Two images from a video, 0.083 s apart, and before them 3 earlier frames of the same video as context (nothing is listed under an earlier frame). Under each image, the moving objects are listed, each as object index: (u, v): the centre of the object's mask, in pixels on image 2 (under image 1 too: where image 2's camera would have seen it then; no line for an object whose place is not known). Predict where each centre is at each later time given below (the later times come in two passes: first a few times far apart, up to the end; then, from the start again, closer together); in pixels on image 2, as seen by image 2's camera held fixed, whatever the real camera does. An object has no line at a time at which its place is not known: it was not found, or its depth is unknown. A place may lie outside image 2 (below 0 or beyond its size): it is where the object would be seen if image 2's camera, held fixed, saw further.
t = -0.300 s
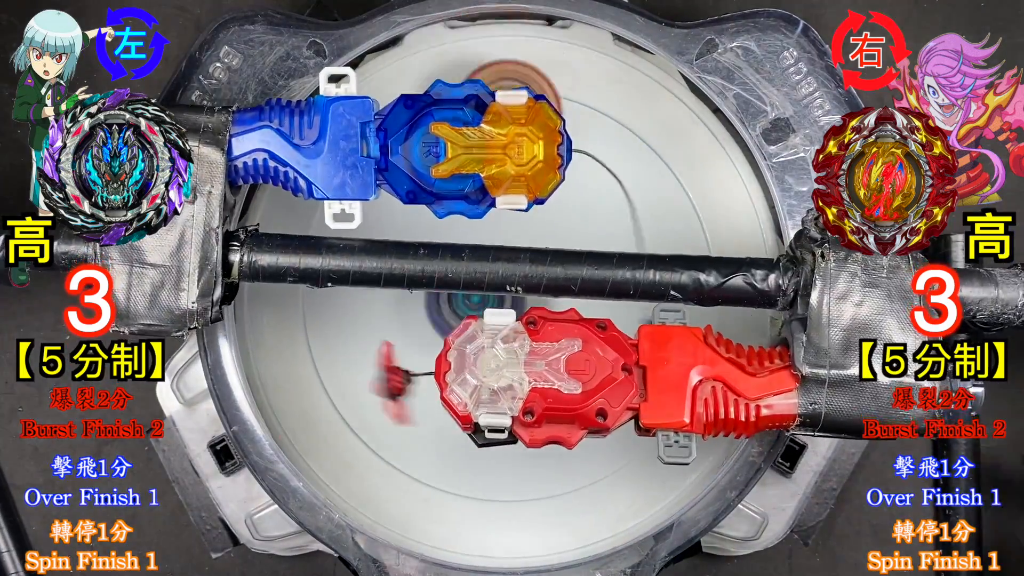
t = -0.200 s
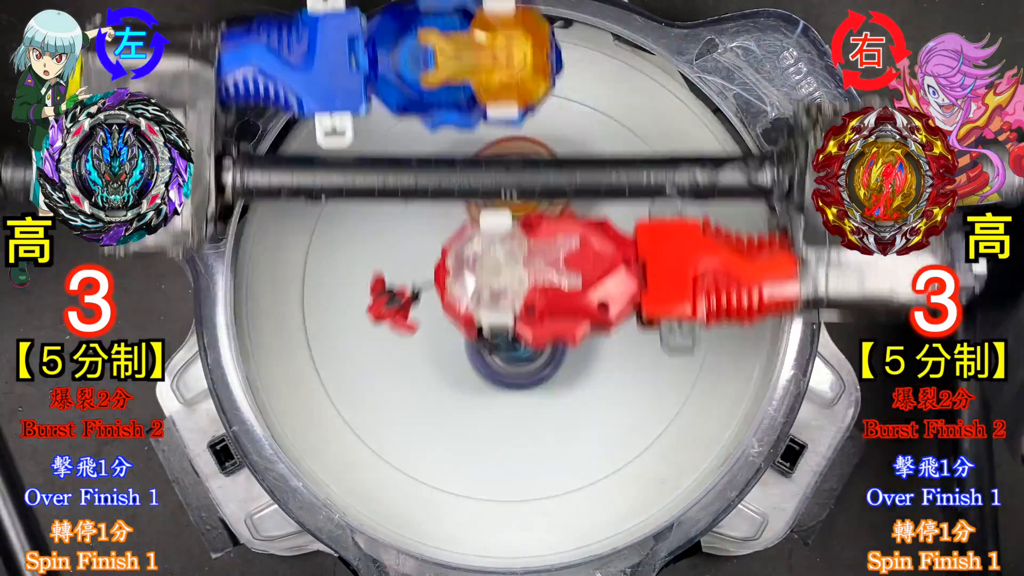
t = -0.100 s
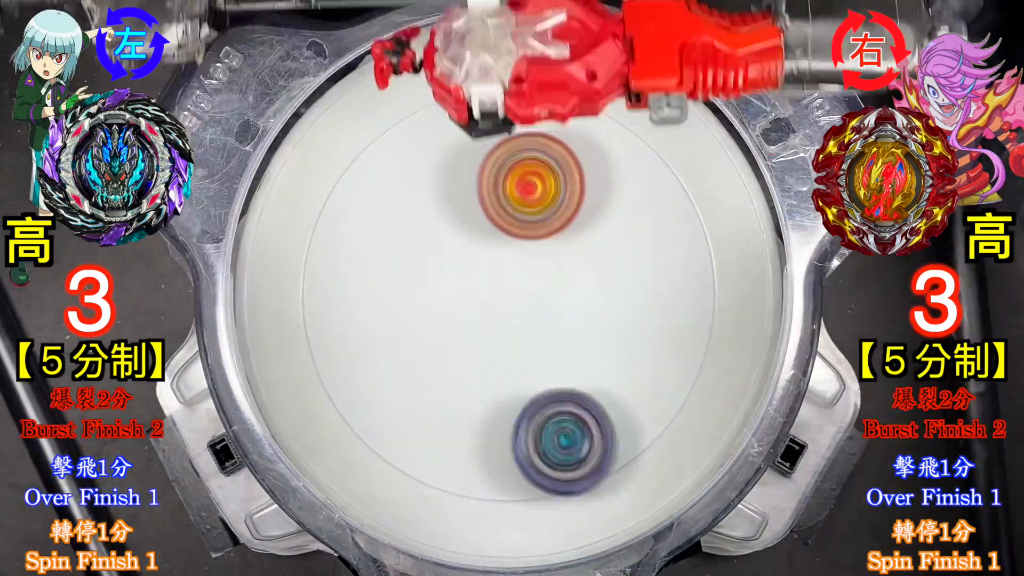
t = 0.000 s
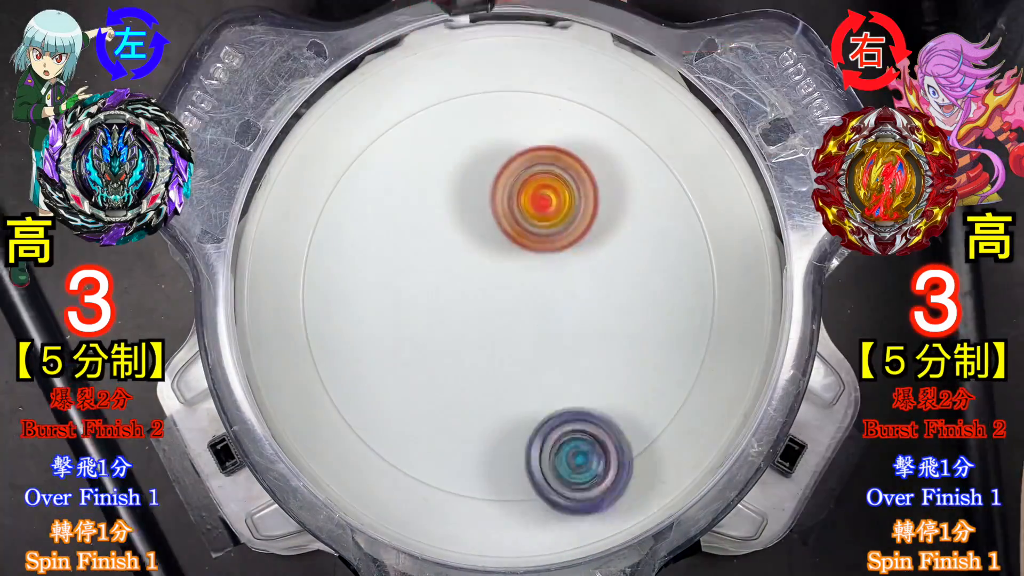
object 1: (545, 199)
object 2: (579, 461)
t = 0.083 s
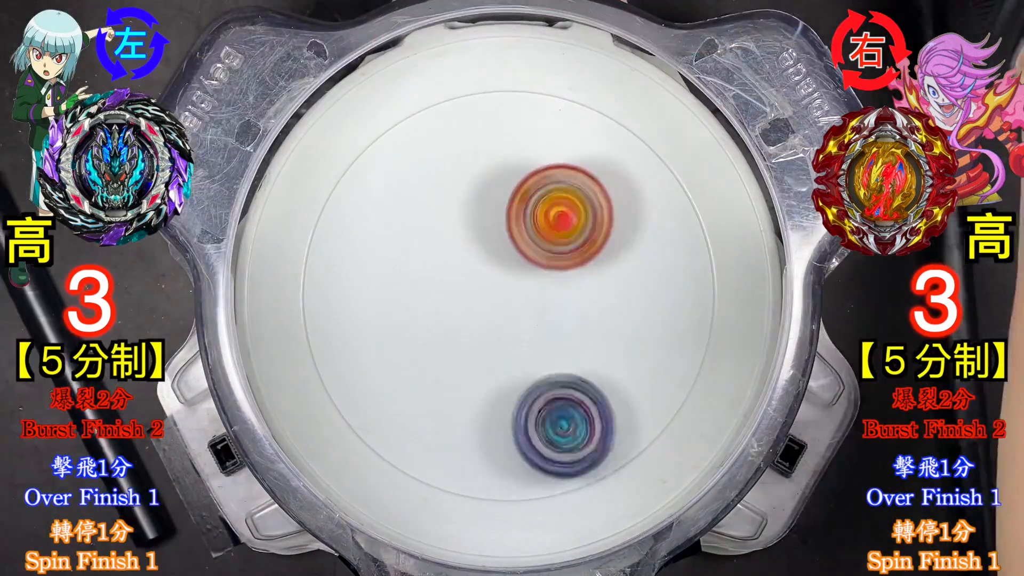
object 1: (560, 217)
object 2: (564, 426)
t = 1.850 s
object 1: (609, 145)
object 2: (462, 225)
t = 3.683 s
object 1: (494, 488)
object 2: (549, 240)
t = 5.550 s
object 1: (442, 442)
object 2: (427, 219)
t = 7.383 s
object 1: (444, 287)
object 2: (407, 378)
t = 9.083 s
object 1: (529, 336)
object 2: (569, 219)
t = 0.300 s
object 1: (605, 250)
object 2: (513, 308)
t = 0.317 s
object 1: (608, 252)
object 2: (512, 298)
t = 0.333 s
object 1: (611, 252)
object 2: (512, 288)
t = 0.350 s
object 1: (614, 252)
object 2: (513, 280)
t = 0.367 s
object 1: (617, 250)
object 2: (512, 273)
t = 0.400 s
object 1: (622, 247)
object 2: (510, 257)
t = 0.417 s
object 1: (624, 247)
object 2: (511, 249)
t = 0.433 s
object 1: (626, 246)
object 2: (513, 244)
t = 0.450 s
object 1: (629, 245)
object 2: (514, 238)
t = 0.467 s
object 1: (632, 241)
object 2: (516, 232)
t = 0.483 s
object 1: (632, 237)
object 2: (518, 226)
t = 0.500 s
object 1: (630, 233)
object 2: (523, 221)
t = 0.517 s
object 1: (630, 231)
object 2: (525, 218)
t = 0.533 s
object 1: (635, 231)
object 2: (522, 214)
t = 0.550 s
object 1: (643, 229)
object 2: (519, 209)
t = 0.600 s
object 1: (652, 217)
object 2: (515, 203)
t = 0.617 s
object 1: (653, 216)
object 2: (513, 201)
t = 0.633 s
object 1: (656, 214)
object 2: (516, 202)
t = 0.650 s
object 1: (656, 209)
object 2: (515, 203)
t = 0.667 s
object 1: (653, 204)
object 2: (515, 204)
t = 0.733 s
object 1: (637, 191)
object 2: (525, 212)
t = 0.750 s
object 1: (630, 187)
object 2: (528, 214)
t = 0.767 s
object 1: (627, 185)
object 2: (527, 221)
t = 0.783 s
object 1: (627, 183)
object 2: (524, 227)
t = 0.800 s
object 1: (626, 178)
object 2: (522, 232)
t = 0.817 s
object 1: (621, 174)
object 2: (523, 237)
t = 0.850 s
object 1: (611, 176)
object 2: (521, 251)
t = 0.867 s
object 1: (606, 173)
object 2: (522, 256)
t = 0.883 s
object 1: (598, 173)
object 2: (525, 263)
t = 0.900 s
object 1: (588, 176)
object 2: (526, 270)
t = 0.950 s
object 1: (565, 186)
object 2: (531, 287)
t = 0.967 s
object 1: (559, 188)
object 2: (530, 298)
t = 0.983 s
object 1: (557, 187)
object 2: (531, 307)
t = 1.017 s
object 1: (546, 187)
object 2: (529, 330)
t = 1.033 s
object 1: (543, 192)
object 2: (529, 336)
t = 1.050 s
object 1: (540, 194)
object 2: (530, 345)
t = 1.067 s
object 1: (535, 198)
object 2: (530, 352)
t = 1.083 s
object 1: (532, 208)
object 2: (530, 355)
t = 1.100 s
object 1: (531, 214)
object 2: (533, 361)
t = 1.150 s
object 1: (527, 242)
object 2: (537, 367)
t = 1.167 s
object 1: (525, 251)
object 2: (536, 367)
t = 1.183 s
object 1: (525, 261)
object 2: (536, 367)
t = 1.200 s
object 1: (526, 260)
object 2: (539, 378)
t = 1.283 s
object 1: (525, 258)
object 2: (535, 406)
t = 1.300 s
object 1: (529, 257)
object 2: (535, 409)
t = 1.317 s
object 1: (530, 257)
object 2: (532, 410)
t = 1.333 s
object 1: (532, 261)
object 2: (530, 407)
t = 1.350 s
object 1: (537, 261)
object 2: (528, 407)
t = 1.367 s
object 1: (537, 263)
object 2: (523, 403)
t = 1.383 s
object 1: (542, 267)
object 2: (521, 397)
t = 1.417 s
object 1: (548, 271)
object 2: (513, 386)
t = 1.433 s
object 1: (555, 273)
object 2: (511, 379)
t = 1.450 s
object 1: (557, 272)
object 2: (508, 371)
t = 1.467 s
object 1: (563, 272)
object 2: (503, 365)
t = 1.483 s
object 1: (573, 266)
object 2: (499, 363)
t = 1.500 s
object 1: (577, 260)
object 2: (493, 359)
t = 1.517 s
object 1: (586, 257)
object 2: (491, 353)
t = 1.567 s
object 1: (602, 239)
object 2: (483, 336)
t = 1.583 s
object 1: (603, 233)
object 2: (480, 330)
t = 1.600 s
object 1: (607, 230)
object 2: (480, 322)
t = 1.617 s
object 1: (609, 223)
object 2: (478, 314)
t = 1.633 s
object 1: (608, 220)
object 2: (477, 303)
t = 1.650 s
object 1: (611, 214)
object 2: (478, 295)
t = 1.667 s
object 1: (607, 209)
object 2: (477, 284)
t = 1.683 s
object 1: (607, 206)
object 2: (481, 274)
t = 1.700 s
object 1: (603, 199)
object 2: (482, 265)
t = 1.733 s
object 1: (593, 193)
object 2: (489, 244)
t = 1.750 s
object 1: (587, 190)
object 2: (491, 235)
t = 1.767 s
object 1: (595, 182)
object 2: (486, 233)
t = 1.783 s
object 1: (598, 172)
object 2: (479, 231)
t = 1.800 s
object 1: (605, 167)
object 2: (475, 229)
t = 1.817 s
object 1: (607, 157)
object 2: (469, 227)
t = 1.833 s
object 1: (608, 153)
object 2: (466, 224)
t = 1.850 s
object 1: (609, 145)
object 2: (462, 225)
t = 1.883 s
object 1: (606, 137)
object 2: (459, 222)
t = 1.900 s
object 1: (599, 135)
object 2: (459, 220)
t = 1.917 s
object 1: (597, 132)
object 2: (461, 221)
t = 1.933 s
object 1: (588, 131)
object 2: (461, 220)
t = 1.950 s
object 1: (583, 131)
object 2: (465, 220)
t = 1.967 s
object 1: (572, 131)
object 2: (467, 219)
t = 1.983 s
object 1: (565, 135)
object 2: (473, 219)
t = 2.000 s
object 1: (553, 136)
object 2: (477, 220)
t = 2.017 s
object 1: (547, 140)
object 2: (481, 222)
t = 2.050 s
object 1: (547, 134)
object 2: (474, 238)
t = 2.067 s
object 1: (543, 133)
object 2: (473, 247)
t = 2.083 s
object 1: (544, 135)
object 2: (470, 254)
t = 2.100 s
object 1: (539, 135)
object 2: (470, 263)
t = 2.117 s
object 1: (538, 139)
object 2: (469, 270)
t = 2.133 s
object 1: (532, 143)
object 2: (471, 278)
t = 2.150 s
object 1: (532, 148)
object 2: (469, 284)
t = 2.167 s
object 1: (525, 155)
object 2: (472, 289)
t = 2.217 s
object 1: (517, 180)
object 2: (474, 302)
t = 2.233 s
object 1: (512, 193)
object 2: (478, 303)
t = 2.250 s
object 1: (512, 202)
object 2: (478, 306)
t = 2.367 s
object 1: (550, 171)
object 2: (452, 419)
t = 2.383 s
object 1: (553, 171)
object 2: (447, 431)
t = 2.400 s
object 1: (559, 167)
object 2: (443, 439)
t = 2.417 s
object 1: (562, 169)
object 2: (438, 447)
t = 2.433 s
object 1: (565, 166)
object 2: (435, 452)
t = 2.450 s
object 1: (569, 168)
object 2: (429, 456)
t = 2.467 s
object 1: (568, 169)
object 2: (426, 458)
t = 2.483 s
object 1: (572, 169)
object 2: (420, 458)
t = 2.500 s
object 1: (570, 173)
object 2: (418, 456)
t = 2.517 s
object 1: (572, 173)
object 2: (413, 454)
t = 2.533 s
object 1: (572, 178)
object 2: (410, 449)
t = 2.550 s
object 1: (570, 178)
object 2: (405, 443)
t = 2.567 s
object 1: (572, 182)
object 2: (403, 436)
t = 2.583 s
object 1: (567, 186)
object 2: (399, 427)
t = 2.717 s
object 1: (556, 219)
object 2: (379, 335)
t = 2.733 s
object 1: (557, 226)
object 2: (377, 320)
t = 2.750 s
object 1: (552, 231)
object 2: (379, 307)
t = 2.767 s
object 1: (553, 235)
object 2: (380, 291)
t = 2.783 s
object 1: (553, 244)
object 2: (383, 279)
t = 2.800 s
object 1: (550, 247)
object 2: (389, 264)
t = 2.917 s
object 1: (559, 290)
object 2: (460, 182)
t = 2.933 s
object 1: (559, 293)
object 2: (472, 175)
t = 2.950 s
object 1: (565, 298)
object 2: (488, 169)
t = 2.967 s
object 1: (566, 305)
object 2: (503, 165)
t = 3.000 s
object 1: (576, 312)
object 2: (535, 162)
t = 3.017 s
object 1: (577, 317)
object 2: (550, 165)
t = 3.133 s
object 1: (612, 333)
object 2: (644, 219)
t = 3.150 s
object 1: (619, 335)
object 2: (654, 233)
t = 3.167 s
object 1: (619, 347)
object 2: (664, 234)
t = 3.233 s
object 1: (620, 404)
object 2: (697, 234)
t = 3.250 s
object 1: (621, 417)
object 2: (702, 236)
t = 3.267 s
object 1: (618, 428)
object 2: (704, 240)
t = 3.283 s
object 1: (618, 436)
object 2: (703, 246)
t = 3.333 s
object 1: (617, 457)
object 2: (692, 265)
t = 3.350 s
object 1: (617, 463)
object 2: (685, 272)
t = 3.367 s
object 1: (613, 467)
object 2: (679, 280)
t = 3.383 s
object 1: (612, 467)
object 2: (672, 287)
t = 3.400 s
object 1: (611, 465)
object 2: (664, 296)
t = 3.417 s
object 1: (605, 462)
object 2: (655, 305)
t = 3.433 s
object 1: (601, 454)
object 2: (646, 311)
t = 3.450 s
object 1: (598, 446)
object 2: (636, 321)
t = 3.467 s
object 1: (596, 441)
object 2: (626, 330)
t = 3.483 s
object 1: (588, 435)
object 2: (617, 333)
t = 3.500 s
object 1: (578, 446)
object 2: (612, 325)
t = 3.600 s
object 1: (527, 488)
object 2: (576, 272)
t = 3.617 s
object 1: (519, 489)
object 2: (571, 264)
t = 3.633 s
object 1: (513, 489)
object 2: (565, 257)
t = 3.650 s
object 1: (508, 492)
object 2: (558, 251)
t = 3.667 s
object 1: (500, 491)
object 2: (554, 246)
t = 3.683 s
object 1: (494, 488)
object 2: (549, 240)
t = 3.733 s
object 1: (483, 479)
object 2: (537, 228)
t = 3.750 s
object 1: (478, 472)
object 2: (532, 225)
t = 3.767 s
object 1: (475, 463)
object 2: (530, 224)
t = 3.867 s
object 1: (480, 399)
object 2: (520, 215)
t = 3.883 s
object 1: (486, 387)
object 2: (521, 214)
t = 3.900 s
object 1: (489, 377)
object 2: (522, 214)
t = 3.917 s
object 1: (492, 365)
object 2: (521, 213)
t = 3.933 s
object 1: (497, 351)
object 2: (523, 215)
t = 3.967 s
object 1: (511, 327)
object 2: (526, 215)
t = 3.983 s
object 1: (517, 319)
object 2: (528, 215)
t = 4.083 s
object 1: (547, 348)
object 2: (553, 151)
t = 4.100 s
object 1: (551, 355)
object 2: (556, 144)
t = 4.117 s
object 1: (555, 358)
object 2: (562, 139)
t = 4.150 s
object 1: (567, 366)
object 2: (573, 131)
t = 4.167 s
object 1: (573, 369)
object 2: (577, 129)
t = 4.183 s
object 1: (579, 374)
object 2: (582, 130)
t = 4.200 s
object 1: (583, 377)
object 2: (587, 130)
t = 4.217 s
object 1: (587, 379)
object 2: (591, 132)
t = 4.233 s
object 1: (591, 378)
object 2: (594, 135)
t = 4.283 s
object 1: (607, 380)
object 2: (606, 149)
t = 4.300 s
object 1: (611, 380)
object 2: (607, 157)
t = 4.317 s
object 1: (613, 379)
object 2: (611, 165)
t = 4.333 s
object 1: (615, 376)
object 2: (613, 173)
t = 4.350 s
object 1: (619, 371)
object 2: (615, 182)
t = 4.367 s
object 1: (622, 367)
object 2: (614, 192)
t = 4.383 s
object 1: (625, 362)
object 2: (614, 204)
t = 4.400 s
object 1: (626, 358)
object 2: (613, 213)
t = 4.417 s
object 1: (627, 355)
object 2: (612, 224)
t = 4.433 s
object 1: (626, 350)
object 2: (607, 234)
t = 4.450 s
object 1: (624, 347)
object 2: (604, 244)
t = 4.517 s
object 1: (641, 417)
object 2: (559, 200)
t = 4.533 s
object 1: (646, 431)
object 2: (549, 191)
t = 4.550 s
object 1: (646, 440)
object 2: (539, 183)
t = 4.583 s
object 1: (643, 459)
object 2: (520, 167)
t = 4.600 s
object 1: (640, 466)
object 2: (511, 160)
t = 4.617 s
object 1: (637, 472)
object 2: (502, 155)
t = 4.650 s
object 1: (631, 480)
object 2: (488, 146)
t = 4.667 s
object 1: (629, 484)
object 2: (483, 142)
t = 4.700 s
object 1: (623, 487)
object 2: (470, 136)
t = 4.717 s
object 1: (619, 489)
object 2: (467, 136)
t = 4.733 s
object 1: (615, 490)
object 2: (465, 135)
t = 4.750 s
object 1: (611, 491)
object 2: (462, 135)
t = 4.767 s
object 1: (607, 491)
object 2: (461, 136)
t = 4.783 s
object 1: (602, 491)
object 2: (459, 137)
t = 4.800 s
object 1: (598, 490)
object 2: (458, 140)
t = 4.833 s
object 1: (588, 484)
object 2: (459, 146)
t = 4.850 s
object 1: (584, 481)
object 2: (459, 150)
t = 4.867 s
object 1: (580, 476)
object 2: (460, 153)
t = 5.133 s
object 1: (503, 347)
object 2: (491, 248)
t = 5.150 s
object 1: (499, 348)
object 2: (491, 245)
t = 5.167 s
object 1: (494, 352)
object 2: (490, 239)
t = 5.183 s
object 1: (489, 356)
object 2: (489, 234)
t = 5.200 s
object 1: (484, 361)
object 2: (487, 229)
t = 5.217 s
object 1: (480, 366)
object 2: (483, 225)
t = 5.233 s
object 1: (475, 371)
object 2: (480, 223)
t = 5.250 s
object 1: (471, 377)
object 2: (477, 221)
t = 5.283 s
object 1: (462, 389)
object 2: (472, 216)
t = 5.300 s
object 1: (458, 395)
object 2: (469, 215)
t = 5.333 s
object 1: (450, 405)
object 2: (462, 212)
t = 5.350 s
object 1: (447, 410)
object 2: (457, 211)
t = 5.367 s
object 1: (444, 415)
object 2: (453, 212)
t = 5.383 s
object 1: (441, 419)
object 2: (450, 212)
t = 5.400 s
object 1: (439, 424)
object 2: (447, 213)
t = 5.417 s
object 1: (438, 427)
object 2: (444, 213)
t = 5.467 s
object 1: (437, 436)
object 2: (436, 213)
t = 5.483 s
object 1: (437, 438)
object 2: (433, 214)
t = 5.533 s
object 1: (440, 442)
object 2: (428, 218)
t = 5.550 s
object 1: (442, 442)
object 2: (427, 219)
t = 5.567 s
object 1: (444, 442)
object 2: (426, 221)
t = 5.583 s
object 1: (446, 442)
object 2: (426, 222)
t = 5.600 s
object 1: (449, 441)
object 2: (426, 224)
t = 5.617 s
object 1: (451, 440)
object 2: (426, 225)
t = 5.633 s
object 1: (454, 437)
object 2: (425, 227)
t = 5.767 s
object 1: (479, 407)
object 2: (428, 249)
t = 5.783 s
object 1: (481, 401)
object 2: (429, 252)
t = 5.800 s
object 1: (483, 396)
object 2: (429, 255)
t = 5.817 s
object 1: (484, 389)
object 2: (430, 258)
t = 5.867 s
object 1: (486, 368)
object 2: (432, 270)
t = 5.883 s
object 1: (485, 362)
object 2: (434, 273)
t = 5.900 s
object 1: (488, 361)
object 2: (431, 272)
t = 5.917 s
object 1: (495, 364)
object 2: (424, 266)
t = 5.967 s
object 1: (512, 371)
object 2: (409, 253)
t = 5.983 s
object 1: (516, 373)
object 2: (405, 249)
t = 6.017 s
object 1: (521, 374)
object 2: (398, 244)
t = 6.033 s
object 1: (522, 373)
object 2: (396, 242)
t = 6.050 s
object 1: (523, 372)
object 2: (395, 241)
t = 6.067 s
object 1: (522, 370)
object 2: (394, 240)
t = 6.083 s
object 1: (521, 367)
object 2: (394, 238)
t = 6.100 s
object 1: (520, 365)
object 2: (394, 237)
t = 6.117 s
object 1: (518, 362)
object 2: (395, 237)
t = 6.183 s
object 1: (503, 348)
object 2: (404, 235)
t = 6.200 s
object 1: (498, 345)
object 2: (407, 236)
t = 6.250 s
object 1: (481, 336)
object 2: (418, 240)
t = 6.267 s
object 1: (476, 334)
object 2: (422, 242)
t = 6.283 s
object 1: (475, 338)
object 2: (421, 238)
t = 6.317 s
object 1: (489, 349)
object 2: (416, 227)
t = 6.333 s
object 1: (491, 349)
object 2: (415, 224)
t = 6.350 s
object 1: (500, 375)
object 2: (415, 221)
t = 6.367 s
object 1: (526, 408)
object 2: (418, 215)
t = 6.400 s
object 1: (581, 477)
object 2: (433, 200)
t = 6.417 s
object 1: (607, 504)
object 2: (449, 196)
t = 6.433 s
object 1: (620, 513)
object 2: (468, 193)
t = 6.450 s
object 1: (610, 505)
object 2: (486, 191)
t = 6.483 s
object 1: (583, 469)
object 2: (521, 191)
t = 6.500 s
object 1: (569, 443)
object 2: (536, 192)
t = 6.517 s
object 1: (552, 417)
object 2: (552, 195)
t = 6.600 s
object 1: (489, 295)
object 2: (610, 226)
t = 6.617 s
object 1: (475, 272)
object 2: (618, 235)
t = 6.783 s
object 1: (380, 118)
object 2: (621, 350)
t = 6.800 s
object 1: (375, 113)
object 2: (619, 364)
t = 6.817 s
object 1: (372, 112)
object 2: (616, 376)
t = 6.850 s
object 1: (367, 111)
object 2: (604, 399)
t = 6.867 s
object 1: (365, 111)
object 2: (597, 409)
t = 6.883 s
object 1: (362, 113)
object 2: (590, 419)
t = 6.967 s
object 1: (356, 120)
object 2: (550, 454)
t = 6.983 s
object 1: (356, 122)
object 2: (541, 458)
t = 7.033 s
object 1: (355, 132)
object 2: (516, 466)
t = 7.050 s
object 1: (357, 137)
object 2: (508, 467)
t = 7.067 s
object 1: (358, 140)
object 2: (499, 467)
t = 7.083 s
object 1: (360, 147)
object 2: (491, 466)
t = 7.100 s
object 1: (362, 151)
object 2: (483, 464)
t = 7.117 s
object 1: (364, 158)
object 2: (475, 462)
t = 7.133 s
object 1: (369, 165)
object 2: (468, 459)
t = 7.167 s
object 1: (378, 180)
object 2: (453, 451)
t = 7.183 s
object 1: (380, 193)
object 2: (446, 446)
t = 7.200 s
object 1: (389, 209)
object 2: (440, 440)
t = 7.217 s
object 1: (396, 217)
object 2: (434, 435)
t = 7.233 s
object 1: (395, 225)
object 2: (428, 429)
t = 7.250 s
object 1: (396, 232)
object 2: (424, 423)
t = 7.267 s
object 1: (401, 237)
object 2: (420, 418)
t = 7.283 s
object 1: (404, 247)
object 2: (416, 412)
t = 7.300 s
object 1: (410, 257)
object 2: (413, 406)
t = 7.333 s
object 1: (422, 275)
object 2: (409, 392)
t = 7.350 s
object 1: (428, 281)
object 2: (408, 385)
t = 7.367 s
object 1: (436, 288)
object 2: (408, 379)
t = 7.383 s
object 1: (444, 287)
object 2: (407, 378)
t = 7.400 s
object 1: (455, 283)
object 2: (406, 382)
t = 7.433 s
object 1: (474, 277)
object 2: (403, 388)
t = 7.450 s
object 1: (484, 273)
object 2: (402, 390)
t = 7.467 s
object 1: (493, 273)
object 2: (401, 390)
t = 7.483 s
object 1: (501, 271)
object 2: (400, 389)
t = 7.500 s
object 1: (510, 271)
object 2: (400, 387)
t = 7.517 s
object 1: (517, 269)
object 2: (400, 384)
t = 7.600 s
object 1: (554, 266)
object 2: (410, 360)
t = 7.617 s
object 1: (561, 264)
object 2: (413, 355)
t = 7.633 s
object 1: (567, 263)
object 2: (417, 350)
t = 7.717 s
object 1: (594, 256)
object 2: (443, 327)
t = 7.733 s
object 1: (597, 255)
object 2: (450, 324)
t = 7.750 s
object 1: (602, 253)
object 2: (456, 321)
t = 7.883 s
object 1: (619, 245)
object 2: (518, 314)
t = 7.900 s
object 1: (618, 245)
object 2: (524, 315)
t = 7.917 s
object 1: (619, 244)
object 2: (530, 317)
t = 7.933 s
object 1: (617, 244)
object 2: (536, 319)
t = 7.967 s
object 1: (615, 244)
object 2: (548, 324)
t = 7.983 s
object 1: (614, 245)
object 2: (554, 327)
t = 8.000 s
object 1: (613, 243)
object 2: (558, 333)
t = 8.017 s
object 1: (613, 242)
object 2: (562, 339)
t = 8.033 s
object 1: (610, 241)
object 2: (566, 345)
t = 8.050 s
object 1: (610, 242)
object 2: (570, 350)
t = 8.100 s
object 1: (601, 243)
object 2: (581, 363)
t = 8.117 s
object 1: (598, 245)
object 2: (584, 368)
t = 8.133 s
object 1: (594, 246)
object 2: (586, 373)
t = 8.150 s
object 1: (591, 248)
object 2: (587, 377)
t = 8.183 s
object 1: (583, 253)
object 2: (588, 385)
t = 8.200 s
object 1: (578, 255)
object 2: (589, 388)
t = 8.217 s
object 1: (575, 259)
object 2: (588, 391)
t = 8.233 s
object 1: (570, 262)
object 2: (588, 395)
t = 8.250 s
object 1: (567, 266)
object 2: (585, 398)
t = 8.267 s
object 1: (561, 269)
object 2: (582, 401)
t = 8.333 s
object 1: (545, 285)
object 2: (565, 407)
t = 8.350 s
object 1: (543, 290)
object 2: (561, 408)
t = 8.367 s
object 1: (538, 293)
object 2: (556, 408)
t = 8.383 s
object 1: (535, 298)
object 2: (550, 406)
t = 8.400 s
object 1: (530, 301)
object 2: (546, 404)
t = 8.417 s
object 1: (526, 297)
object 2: (544, 408)
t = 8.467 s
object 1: (503, 264)
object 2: (541, 432)
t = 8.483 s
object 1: (497, 256)
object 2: (539, 436)
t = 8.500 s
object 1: (489, 249)
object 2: (537, 439)
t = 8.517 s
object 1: (482, 242)
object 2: (533, 440)
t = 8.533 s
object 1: (474, 237)
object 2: (531, 438)
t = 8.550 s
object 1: (468, 231)
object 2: (529, 437)
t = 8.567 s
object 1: (460, 228)
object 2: (526, 435)
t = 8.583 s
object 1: (454, 226)
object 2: (523, 432)
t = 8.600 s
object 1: (446, 225)
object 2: (520, 429)
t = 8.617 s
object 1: (440, 224)
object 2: (517, 423)
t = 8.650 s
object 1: (426, 225)
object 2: (514, 412)
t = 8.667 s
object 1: (417, 227)
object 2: (512, 405)
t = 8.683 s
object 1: (412, 228)
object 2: (511, 399)
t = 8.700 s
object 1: (404, 231)
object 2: (509, 393)
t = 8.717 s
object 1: (399, 232)
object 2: (509, 386)
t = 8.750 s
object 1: (388, 238)
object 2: (510, 372)
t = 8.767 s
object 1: (382, 242)
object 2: (510, 366)
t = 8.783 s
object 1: (379, 245)
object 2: (511, 360)
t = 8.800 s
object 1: (368, 261)
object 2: (517, 333)
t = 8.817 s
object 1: (367, 281)
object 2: (524, 310)
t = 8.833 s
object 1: (375, 299)
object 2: (531, 294)
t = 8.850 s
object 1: (392, 316)
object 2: (545, 283)
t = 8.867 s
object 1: (417, 328)
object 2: (558, 270)
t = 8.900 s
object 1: (479, 333)
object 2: (582, 267)
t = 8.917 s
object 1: (509, 328)
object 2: (592, 266)
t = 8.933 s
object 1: (517, 334)
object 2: (610, 254)
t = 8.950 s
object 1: (535, 332)
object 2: (615, 249)
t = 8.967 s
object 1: (545, 330)
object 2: (614, 246)
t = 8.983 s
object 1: (541, 343)
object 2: (621, 236)
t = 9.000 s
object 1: (542, 348)
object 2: (625, 233)
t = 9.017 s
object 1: (543, 350)
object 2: (623, 231)
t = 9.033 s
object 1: (542, 349)
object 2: (614, 228)
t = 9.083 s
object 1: (529, 336)
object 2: (569, 219)
